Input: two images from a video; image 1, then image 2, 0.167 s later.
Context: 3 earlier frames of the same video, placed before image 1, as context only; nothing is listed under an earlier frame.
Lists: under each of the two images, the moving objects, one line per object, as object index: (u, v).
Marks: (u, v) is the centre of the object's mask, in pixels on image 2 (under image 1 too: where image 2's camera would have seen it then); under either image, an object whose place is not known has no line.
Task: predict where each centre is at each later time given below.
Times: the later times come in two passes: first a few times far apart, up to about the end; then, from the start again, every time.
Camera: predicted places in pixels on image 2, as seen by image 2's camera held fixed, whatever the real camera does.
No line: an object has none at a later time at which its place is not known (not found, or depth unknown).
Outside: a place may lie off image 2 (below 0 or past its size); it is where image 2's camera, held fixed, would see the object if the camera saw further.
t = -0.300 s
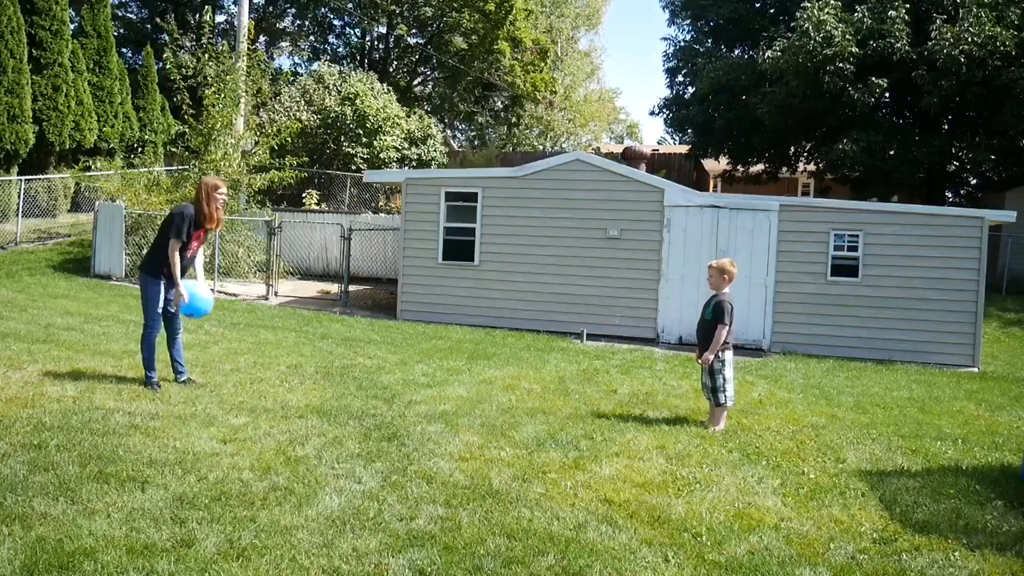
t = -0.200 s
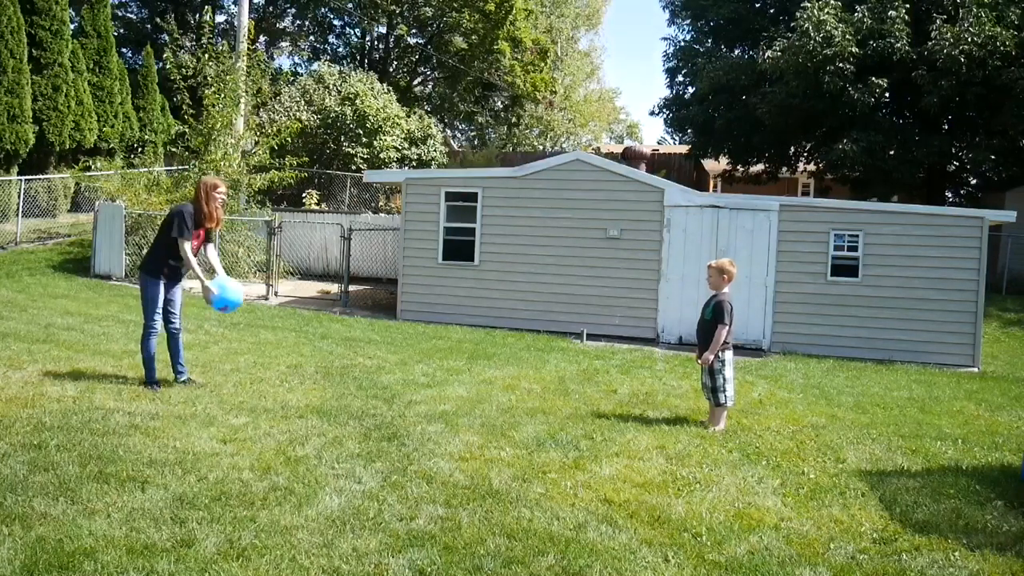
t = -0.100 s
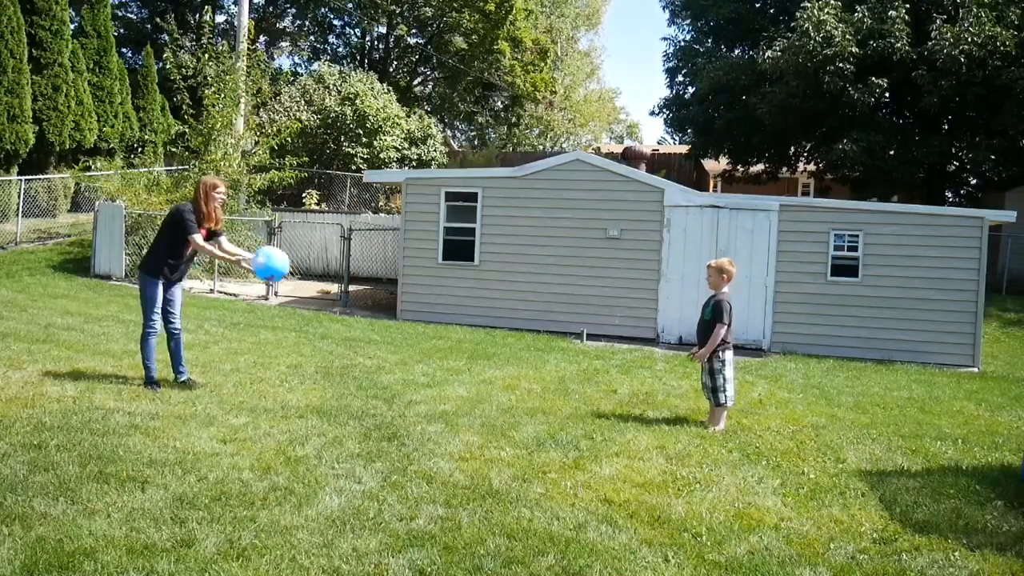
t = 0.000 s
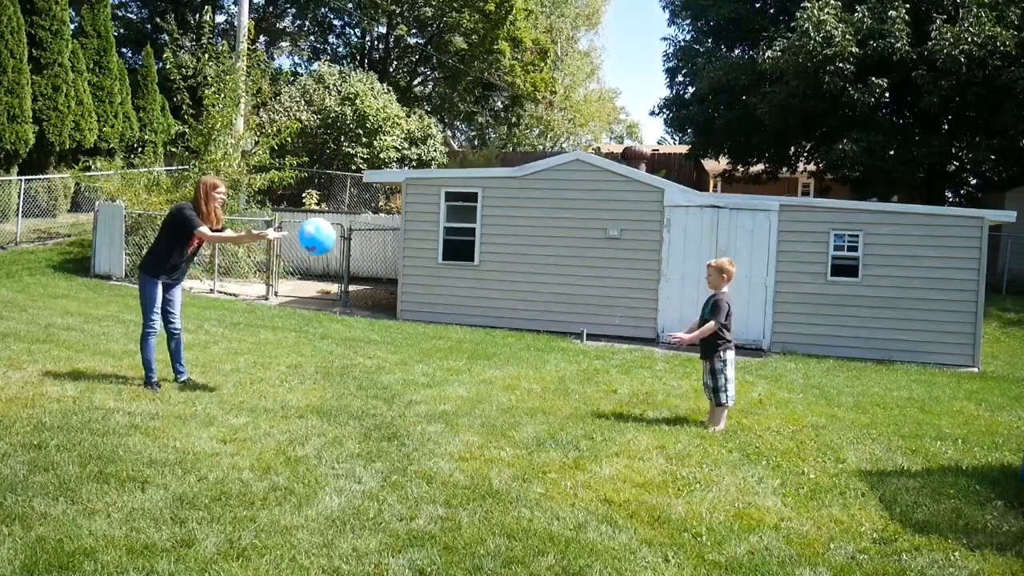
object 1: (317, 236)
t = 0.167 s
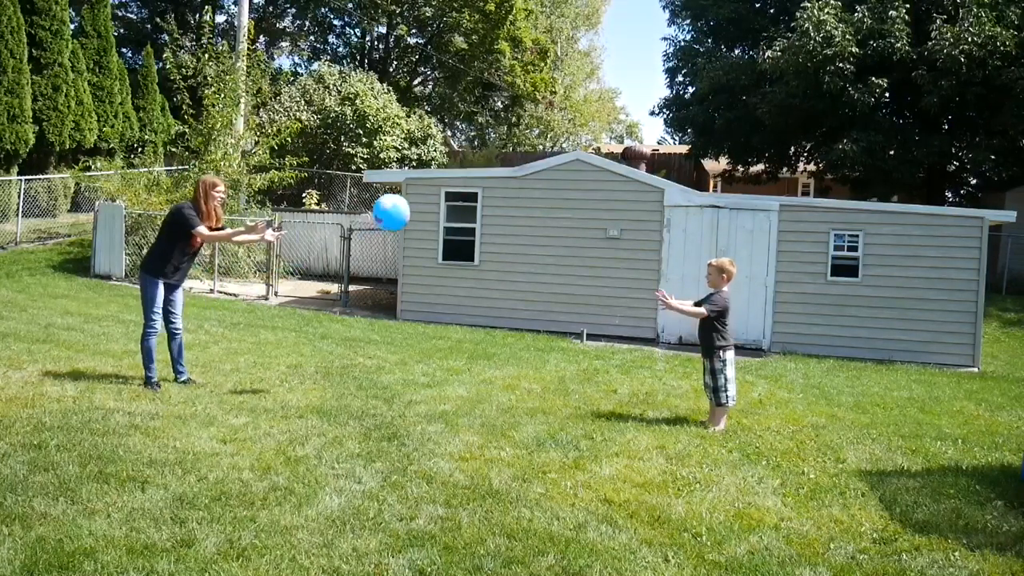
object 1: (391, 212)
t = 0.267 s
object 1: (434, 212)
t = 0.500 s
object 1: (528, 253)
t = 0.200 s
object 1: (406, 211)
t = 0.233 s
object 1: (420, 211)
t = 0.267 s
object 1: (434, 212)
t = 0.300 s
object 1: (448, 215)
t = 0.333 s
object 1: (461, 218)
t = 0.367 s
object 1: (475, 223)
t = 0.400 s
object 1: (489, 228)
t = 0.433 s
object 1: (502, 235)
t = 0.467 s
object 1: (515, 243)
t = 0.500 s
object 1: (528, 253)
